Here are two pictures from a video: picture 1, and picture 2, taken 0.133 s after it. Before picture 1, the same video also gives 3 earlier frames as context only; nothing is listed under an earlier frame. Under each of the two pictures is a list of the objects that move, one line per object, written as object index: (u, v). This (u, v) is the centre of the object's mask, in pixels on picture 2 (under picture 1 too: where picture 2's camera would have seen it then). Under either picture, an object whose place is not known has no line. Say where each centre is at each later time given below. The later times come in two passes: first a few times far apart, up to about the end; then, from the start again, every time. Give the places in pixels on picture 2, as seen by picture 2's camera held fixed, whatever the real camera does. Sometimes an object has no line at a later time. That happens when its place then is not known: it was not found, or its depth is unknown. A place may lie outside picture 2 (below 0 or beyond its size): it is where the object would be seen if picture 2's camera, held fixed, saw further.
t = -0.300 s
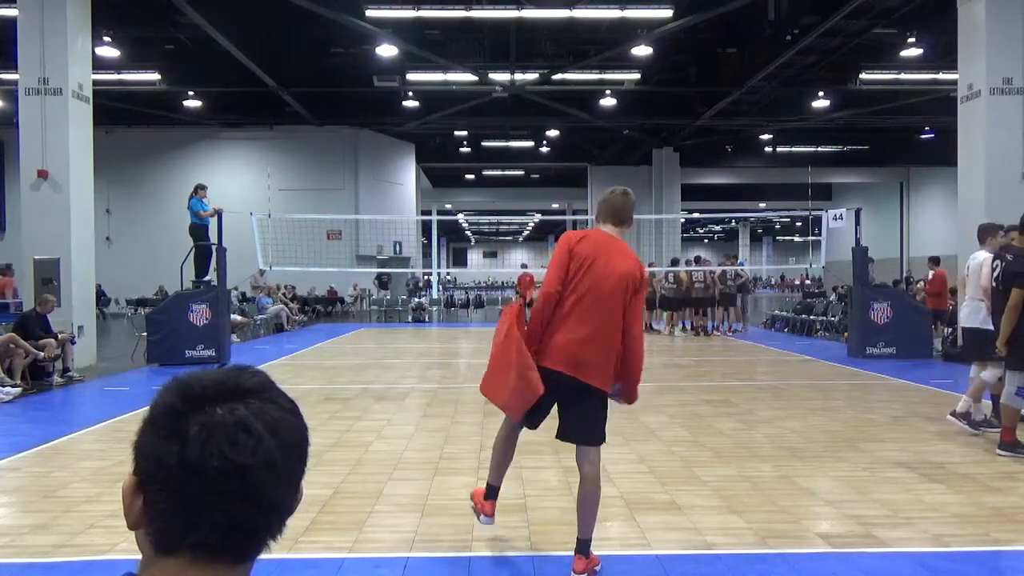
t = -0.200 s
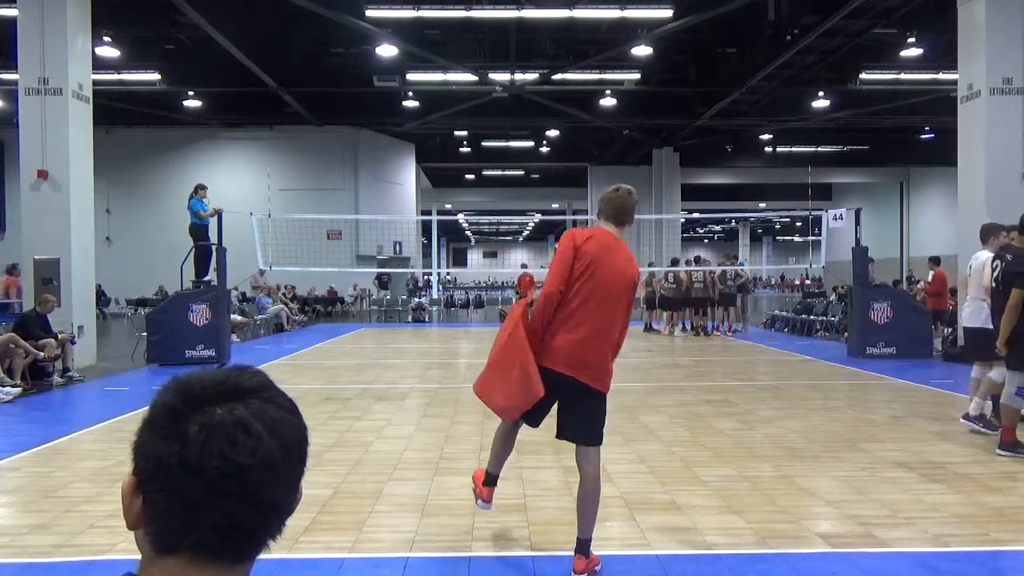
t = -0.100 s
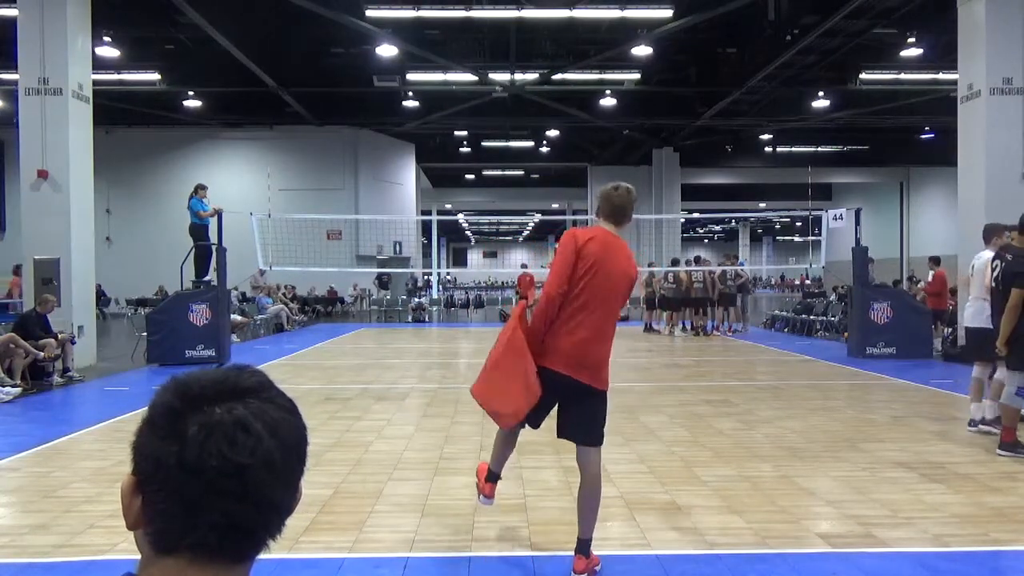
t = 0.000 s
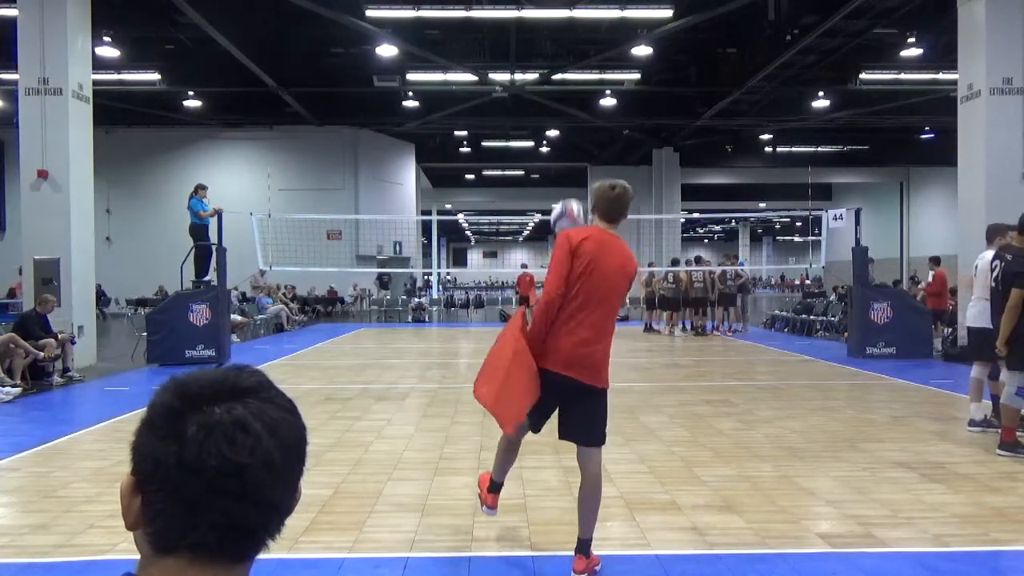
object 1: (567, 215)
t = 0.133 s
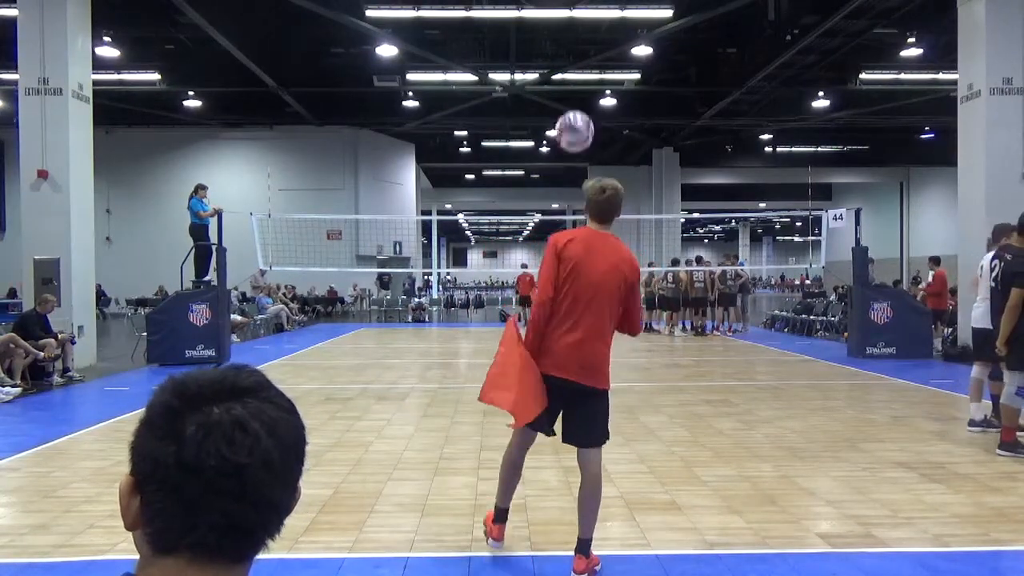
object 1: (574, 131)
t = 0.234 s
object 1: (578, 85)
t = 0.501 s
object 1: (587, 46)
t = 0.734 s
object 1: (597, 116)
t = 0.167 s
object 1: (575, 114)
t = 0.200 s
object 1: (576, 99)
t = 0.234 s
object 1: (578, 85)
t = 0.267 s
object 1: (579, 73)
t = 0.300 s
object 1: (580, 63)
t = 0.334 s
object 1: (581, 55)
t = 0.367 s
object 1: (582, 50)
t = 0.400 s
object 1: (584, 46)
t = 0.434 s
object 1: (585, 44)
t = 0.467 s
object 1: (586, 44)
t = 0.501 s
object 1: (587, 46)
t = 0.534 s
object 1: (588, 50)
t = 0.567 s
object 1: (589, 55)
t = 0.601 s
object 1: (591, 64)
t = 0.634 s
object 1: (592, 74)
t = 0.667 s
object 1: (593, 87)
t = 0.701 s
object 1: (595, 101)
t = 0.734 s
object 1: (597, 116)
